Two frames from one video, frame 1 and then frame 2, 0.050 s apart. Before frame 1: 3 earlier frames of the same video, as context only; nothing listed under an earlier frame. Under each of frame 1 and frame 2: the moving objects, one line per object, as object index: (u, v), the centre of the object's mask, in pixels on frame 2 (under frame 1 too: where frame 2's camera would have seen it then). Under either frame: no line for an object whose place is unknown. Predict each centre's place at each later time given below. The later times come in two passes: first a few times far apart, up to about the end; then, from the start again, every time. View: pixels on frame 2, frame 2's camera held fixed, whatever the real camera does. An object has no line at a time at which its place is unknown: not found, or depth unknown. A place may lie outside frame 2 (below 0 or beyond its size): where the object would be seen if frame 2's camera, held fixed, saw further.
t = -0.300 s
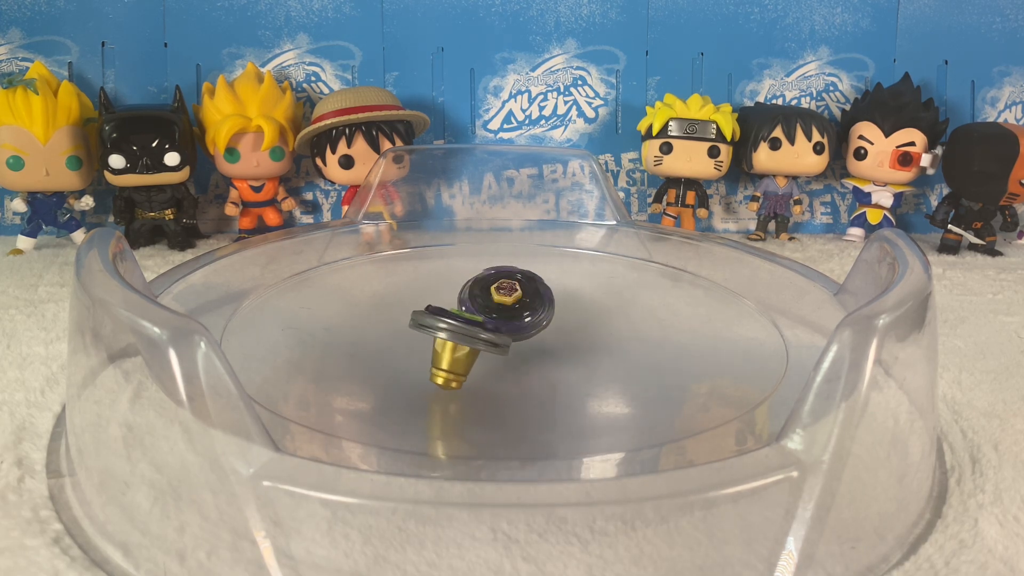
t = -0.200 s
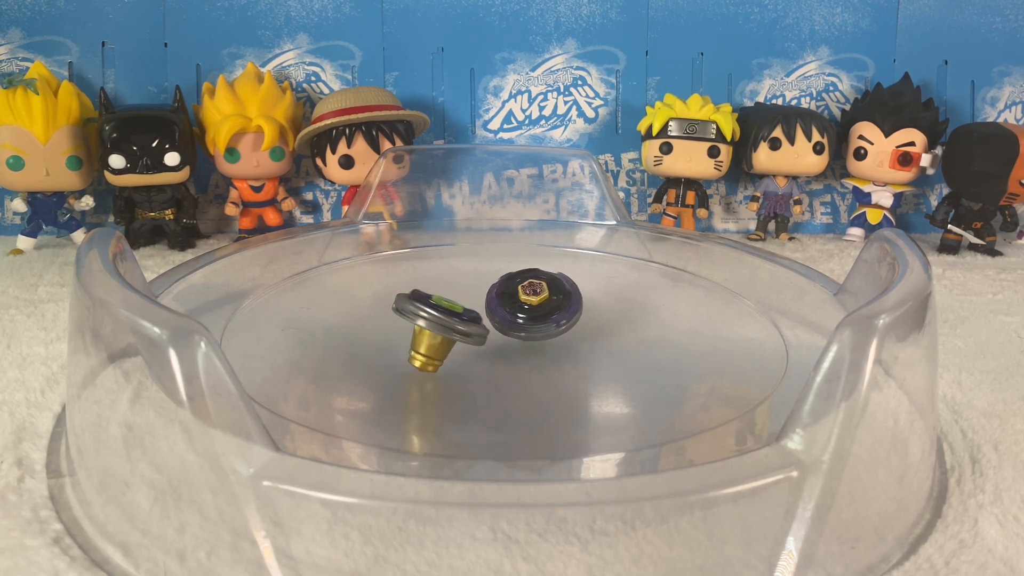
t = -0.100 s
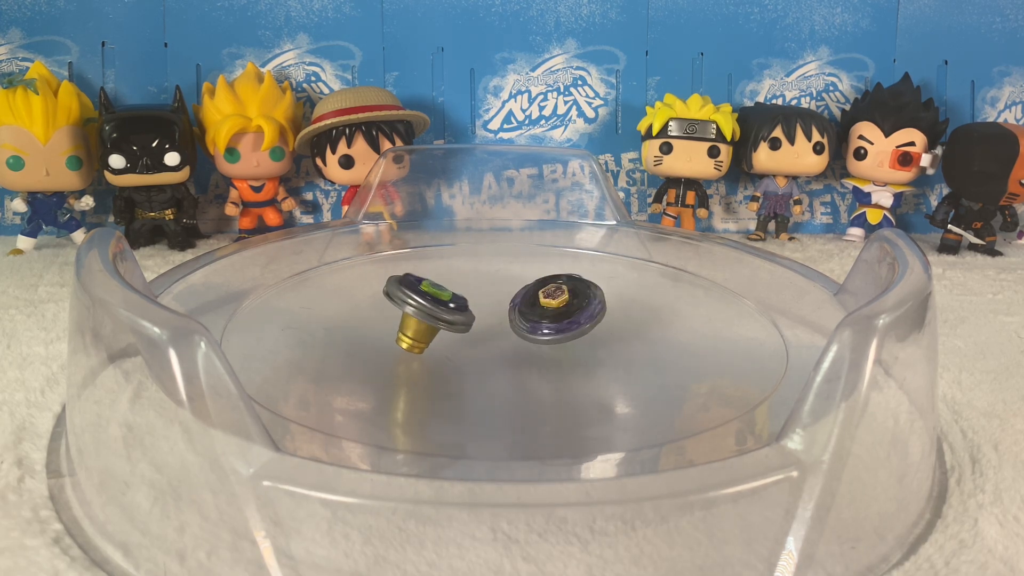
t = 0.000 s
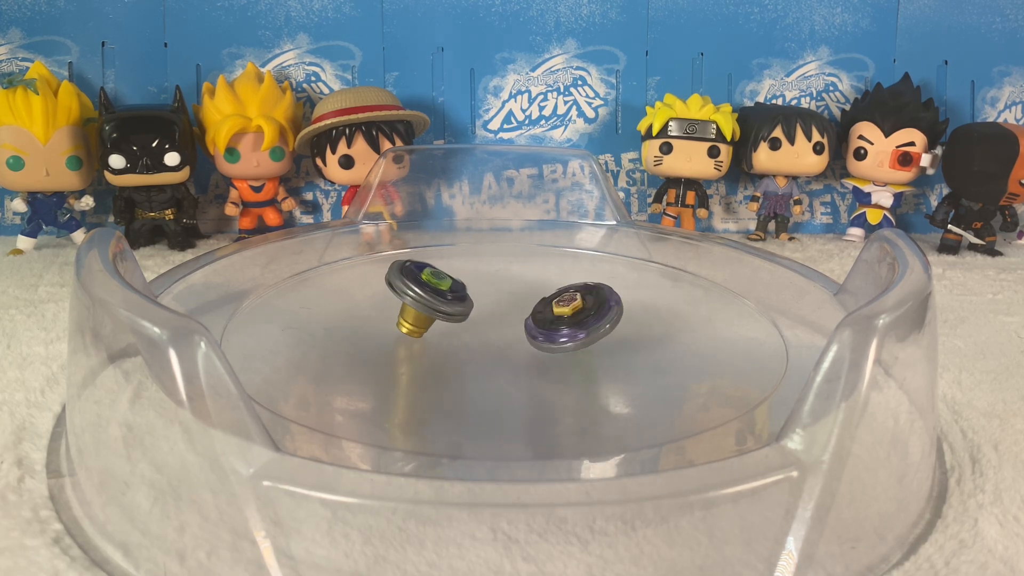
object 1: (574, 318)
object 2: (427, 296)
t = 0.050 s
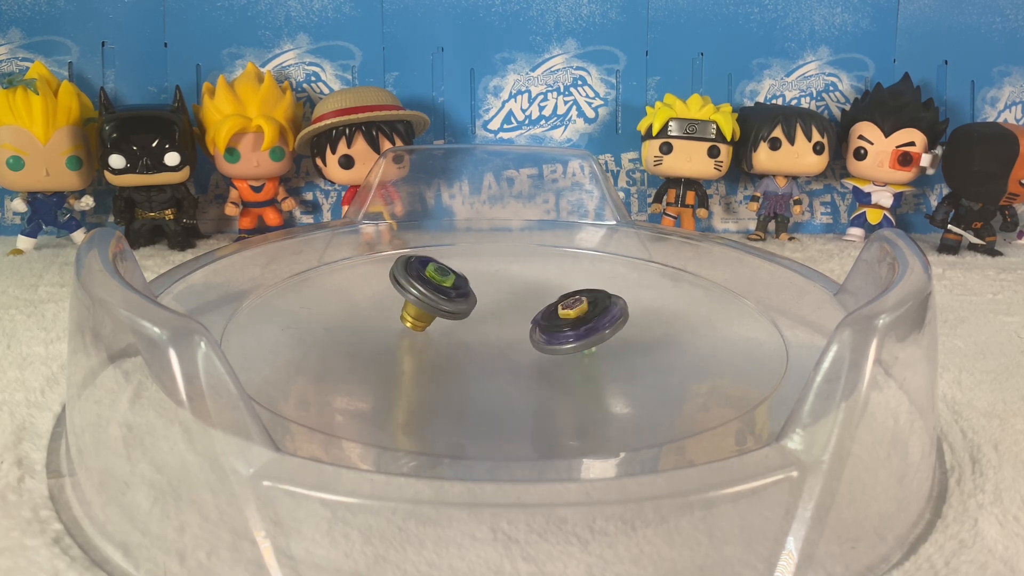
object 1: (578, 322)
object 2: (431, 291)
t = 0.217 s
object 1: (579, 341)
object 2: (455, 283)
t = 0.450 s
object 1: (533, 361)
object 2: (511, 290)
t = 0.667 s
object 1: (467, 358)
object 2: (585, 310)
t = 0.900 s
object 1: (427, 336)
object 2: (627, 334)
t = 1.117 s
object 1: (442, 314)
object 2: (593, 350)
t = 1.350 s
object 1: (502, 300)
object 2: (479, 350)
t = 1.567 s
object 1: (548, 316)
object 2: (362, 321)
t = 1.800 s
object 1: (558, 336)
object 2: (360, 302)
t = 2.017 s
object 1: (517, 352)
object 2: (443, 299)
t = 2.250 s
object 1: (456, 343)
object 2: (589, 275)
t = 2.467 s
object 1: (444, 320)
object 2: (635, 270)
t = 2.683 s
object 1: (474, 307)
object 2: (597, 309)
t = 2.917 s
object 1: (526, 308)
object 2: (503, 374)
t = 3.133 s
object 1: (549, 329)
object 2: (434, 382)
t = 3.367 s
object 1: (514, 346)
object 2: (433, 362)
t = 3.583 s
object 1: (560, 305)
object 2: (372, 313)
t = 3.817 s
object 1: (547, 299)
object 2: (465, 269)
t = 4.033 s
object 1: (524, 322)
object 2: (538, 248)
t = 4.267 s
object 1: (483, 325)
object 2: (599, 292)
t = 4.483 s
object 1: (473, 321)
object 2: (633, 352)
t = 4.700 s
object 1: (491, 322)
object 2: (564, 381)
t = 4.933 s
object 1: (530, 324)
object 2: (423, 354)
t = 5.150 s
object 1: (538, 317)
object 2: (358, 283)
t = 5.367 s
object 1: (526, 325)
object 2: (423, 253)
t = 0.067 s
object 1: (580, 323)
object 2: (432, 289)
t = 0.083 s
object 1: (581, 325)
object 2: (434, 289)
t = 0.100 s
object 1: (582, 327)
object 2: (436, 287)
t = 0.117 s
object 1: (583, 329)
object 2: (439, 286)
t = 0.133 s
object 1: (583, 331)
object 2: (441, 285)
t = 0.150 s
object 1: (582, 333)
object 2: (444, 285)
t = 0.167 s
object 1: (581, 335)
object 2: (446, 284)
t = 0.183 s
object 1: (580, 336)
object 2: (449, 284)
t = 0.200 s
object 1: (579, 338)
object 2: (452, 283)
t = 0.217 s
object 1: (579, 341)
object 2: (455, 283)
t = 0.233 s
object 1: (577, 343)
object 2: (458, 282)
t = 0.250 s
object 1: (575, 345)
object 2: (462, 283)
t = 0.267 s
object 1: (573, 347)
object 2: (465, 282)
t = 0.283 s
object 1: (571, 349)
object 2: (469, 283)
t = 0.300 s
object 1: (567, 351)
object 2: (472, 282)
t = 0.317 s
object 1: (563, 353)
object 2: (476, 283)
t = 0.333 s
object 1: (560, 354)
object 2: (479, 283)
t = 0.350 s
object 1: (557, 355)
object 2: (483, 284)
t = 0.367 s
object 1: (554, 356)
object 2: (487, 284)
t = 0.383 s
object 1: (550, 357)
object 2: (492, 285)
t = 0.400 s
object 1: (546, 358)
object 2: (496, 286)
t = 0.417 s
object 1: (542, 360)
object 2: (501, 287)
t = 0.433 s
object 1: (538, 361)
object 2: (506, 288)
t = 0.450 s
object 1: (533, 361)
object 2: (511, 290)
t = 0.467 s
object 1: (527, 362)
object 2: (516, 291)
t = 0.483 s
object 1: (522, 362)
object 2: (522, 292)
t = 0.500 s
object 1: (517, 362)
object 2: (527, 294)
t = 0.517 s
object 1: (512, 362)
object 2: (534, 295)
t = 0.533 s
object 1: (507, 362)
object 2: (539, 297)
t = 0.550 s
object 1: (502, 362)
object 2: (545, 298)
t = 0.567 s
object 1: (497, 362)
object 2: (551, 300)
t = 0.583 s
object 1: (491, 362)
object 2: (557, 301)
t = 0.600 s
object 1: (485, 361)
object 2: (563, 303)
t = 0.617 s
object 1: (480, 361)
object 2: (569, 305)
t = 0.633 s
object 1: (475, 359)
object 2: (574, 307)
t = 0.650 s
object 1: (471, 359)
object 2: (580, 308)
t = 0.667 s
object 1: (467, 358)
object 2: (585, 310)
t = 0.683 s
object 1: (463, 357)
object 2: (591, 312)
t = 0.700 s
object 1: (458, 355)
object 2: (595, 314)
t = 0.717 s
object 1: (454, 354)
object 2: (601, 316)
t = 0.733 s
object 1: (450, 353)
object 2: (605, 318)
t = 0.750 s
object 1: (446, 351)
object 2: (609, 320)
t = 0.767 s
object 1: (442, 350)
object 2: (613, 321)
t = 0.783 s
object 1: (438, 348)
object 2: (617, 323)
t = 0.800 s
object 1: (436, 346)
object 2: (620, 325)
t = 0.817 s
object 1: (435, 345)
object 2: (622, 327)
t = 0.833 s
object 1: (432, 343)
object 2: (624, 328)
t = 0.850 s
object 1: (430, 341)
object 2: (625, 330)
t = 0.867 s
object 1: (429, 339)
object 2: (627, 331)
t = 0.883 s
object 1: (428, 337)
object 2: (627, 333)
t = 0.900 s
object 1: (427, 336)
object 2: (627, 334)
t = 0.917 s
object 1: (425, 334)
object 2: (626, 336)
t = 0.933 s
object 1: (424, 331)
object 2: (626, 337)
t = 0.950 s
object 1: (424, 329)
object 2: (624, 339)
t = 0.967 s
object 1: (425, 328)
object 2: (623, 340)
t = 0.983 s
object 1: (427, 327)
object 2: (621, 341)
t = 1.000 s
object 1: (428, 325)
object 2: (619, 343)
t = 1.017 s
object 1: (429, 324)
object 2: (616, 343)
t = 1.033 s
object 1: (430, 322)
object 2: (614, 345)
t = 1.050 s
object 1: (432, 321)
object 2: (610, 346)
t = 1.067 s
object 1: (434, 320)
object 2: (607, 347)
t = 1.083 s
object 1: (436, 318)
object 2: (602, 348)
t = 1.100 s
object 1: (439, 316)
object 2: (599, 349)
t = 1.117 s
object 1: (442, 314)
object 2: (593, 350)
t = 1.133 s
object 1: (445, 314)
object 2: (588, 351)
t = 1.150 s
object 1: (449, 313)
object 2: (582, 352)
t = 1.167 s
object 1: (452, 312)
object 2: (577, 352)
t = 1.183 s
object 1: (455, 312)
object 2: (570, 353)
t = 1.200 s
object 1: (459, 311)
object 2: (563, 353)
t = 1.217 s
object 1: (463, 311)
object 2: (556, 353)
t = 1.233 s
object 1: (466, 309)
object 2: (548, 353)
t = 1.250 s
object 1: (469, 308)
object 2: (540, 354)
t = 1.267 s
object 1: (472, 306)
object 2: (530, 353)
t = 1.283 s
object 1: (476, 304)
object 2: (521, 353)
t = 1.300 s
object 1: (482, 301)
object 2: (510, 352)
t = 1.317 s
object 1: (487, 300)
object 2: (501, 352)
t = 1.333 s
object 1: (495, 299)
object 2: (489, 351)
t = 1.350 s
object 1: (502, 300)
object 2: (479, 350)
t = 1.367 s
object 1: (508, 302)
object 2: (468, 349)
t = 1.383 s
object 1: (513, 304)
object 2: (457, 347)
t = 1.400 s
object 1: (515, 306)
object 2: (446, 345)
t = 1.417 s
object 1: (517, 308)
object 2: (436, 343)
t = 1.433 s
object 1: (519, 308)
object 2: (427, 342)
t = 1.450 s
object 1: (523, 309)
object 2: (417, 339)
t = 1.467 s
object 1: (527, 309)
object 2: (408, 336)
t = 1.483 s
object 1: (531, 310)
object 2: (398, 334)
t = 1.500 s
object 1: (535, 311)
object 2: (390, 332)
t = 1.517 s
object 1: (539, 312)
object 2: (381, 328)
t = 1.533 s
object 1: (543, 314)
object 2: (374, 326)
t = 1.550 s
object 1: (546, 315)
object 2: (368, 324)
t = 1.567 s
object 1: (548, 316)
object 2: (362, 321)
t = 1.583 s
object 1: (550, 317)
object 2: (357, 319)
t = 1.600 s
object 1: (552, 318)
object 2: (353, 316)
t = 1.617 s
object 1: (554, 319)
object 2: (350, 314)
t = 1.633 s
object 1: (555, 320)
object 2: (347, 312)
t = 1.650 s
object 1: (557, 321)
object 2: (346, 311)
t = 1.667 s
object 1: (559, 323)
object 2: (345, 309)
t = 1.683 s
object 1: (561, 325)
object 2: (345, 307)
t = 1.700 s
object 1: (561, 328)
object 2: (346, 307)
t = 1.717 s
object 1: (562, 330)
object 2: (347, 305)
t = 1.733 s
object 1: (562, 332)
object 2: (348, 304)
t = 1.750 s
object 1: (562, 333)
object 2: (350, 303)
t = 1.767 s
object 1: (561, 335)
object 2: (353, 303)
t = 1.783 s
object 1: (559, 335)
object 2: (356, 303)
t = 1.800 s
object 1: (558, 336)
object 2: (360, 302)
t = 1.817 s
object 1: (558, 339)
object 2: (364, 303)
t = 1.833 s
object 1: (558, 341)
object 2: (368, 302)
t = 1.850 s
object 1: (555, 342)
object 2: (373, 302)
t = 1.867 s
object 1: (552, 344)
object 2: (377, 301)
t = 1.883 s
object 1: (548, 345)
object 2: (382, 301)
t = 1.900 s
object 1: (545, 347)
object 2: (388, 301)
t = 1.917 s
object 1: (541, 348)
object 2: (394, 301)
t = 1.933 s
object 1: (536, 349)
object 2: (401, 302)
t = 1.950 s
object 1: (532, 350)
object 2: (408, 301)
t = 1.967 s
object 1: (528, 351)
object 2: (417, 301)
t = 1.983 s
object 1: (524, 351)
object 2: (425, 300)
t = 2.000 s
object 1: (520, 352)
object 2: (434, 300)
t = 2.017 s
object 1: (517, 352)
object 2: (443, 299)
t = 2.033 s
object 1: (513, 352)
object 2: (453, 298)
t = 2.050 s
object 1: (508, 353)
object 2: (463, 297)
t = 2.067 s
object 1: (503, 353)
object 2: (474, 295)
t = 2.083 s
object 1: (497, 352)
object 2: (487, 295)
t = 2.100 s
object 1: (492, 352)
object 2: (497, 294)
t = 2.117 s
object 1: (487, 351)
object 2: (509, 292)
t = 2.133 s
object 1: (482, 351)
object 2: (520, 289)
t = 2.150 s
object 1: (477, 349)
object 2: (531, 288)
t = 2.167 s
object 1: (473, 349)
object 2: (542, 285)
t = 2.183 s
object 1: (470, 348)
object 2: (553, 283)
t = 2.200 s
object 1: (466, 347)
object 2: (563, 281)
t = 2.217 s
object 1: (463, 346)
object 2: (572, 279)
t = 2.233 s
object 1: (460, 345)
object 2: (581, 277)
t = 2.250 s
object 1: (456, 343)
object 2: (589, 275)
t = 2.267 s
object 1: (453, 341)
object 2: (598, 273)
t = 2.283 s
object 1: (450, 339)
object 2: (606, 272)
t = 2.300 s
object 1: (448, 338)
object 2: (612, 269)
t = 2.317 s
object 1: (447, 337)
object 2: (618, 268)
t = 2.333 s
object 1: (445, 335)
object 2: (623, 268)
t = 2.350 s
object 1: (443, 333)
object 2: (627, 266)
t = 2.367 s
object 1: (443, 331)
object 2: (630, 267)
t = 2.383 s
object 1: (442, 329)
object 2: (633, 266)
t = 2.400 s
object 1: (442, 328)
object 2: (635, 267)
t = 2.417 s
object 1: (442, 325)
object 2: (635, 267)
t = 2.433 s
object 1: (442, 323)
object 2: (636, 268)
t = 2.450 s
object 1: (443, 321)
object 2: (636, 269)
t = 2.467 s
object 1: (444, 320)
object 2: (635, 270)
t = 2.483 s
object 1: (445, 319)
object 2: (634, 272)
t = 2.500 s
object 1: (446, 317)
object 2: (632, 274)
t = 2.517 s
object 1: (447, 315)
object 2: (631, 276)
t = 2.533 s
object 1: (449, 314)
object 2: (628, 279)
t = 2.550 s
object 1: (451, 313)
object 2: (626, 281)
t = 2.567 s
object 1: (454, 312)
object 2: (623, 284)
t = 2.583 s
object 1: (456, 311)
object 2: (621, 287)
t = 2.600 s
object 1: (459, 310)
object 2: (617, 289)
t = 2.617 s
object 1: (462, 309)
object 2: (613, 293)
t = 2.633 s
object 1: (466, 308)
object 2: (610, 297)
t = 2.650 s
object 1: (469, 308)
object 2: (605, 301)
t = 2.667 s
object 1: (472, 307)
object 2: (601, 305)
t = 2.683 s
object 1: (474, 307)
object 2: (597, 309)
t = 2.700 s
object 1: (478, 306)
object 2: (591, 314)
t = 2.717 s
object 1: (482, 305)
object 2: (586, 319)
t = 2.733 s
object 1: (486, 305)
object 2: (580, 324)
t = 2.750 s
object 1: (489, 305)
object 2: (574, 330)
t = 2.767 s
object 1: (492, 305)
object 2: (568, 334)
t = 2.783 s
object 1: (494, 304)
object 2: (561, 340)
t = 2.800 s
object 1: (498, 304)
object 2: (554, 345)
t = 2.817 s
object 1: (501, 304)
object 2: (547, 349)
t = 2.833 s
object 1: (505, 304)
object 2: (540, 355)
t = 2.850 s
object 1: (509, 304)
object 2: (533, 360)
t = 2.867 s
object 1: (514, 304)
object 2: (524, 363)
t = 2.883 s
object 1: (518, 306)
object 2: (517, 368)
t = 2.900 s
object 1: (522, 306)
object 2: (510, 370)
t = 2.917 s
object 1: (526, 308)
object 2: (503, 374)
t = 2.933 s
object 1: (530, 310)
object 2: (496, 377)
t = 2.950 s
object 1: (535, 312)
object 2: (489, 379)
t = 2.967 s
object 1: (539, 314)
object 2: (482, 381)
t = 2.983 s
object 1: (543, 316)
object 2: (475, 381)
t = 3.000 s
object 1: (544, 319)
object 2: (470, 384)
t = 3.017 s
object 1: (546, 320)
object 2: (465, 383)
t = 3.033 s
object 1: (547, 321)
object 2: (459, 384)
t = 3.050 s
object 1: (548, 323)
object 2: (455, 384)
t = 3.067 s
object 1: (548, 324)
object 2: (449, 384)
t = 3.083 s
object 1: (548, 325)
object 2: (446, 384)
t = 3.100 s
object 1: (548, 326)
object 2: (442, 383)
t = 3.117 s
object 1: (549, 328)
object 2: (438, 382)
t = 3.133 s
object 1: (549, 329)
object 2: (434, 382)
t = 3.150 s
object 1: (547, 331)
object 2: (432, 381)
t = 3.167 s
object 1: (546, 333)
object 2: (430, 379)
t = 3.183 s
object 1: (544, 335)
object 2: (429, 379)
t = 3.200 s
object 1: (543, 337)
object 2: (426, 378)
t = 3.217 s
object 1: (541, 339)
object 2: (427, 376)
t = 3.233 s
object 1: (537, 340)
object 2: (427, 375)
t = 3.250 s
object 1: (534, 342)
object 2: (426, 374)
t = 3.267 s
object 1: (532, 343)
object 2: (427, 373)
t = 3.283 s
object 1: (529, 343)
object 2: (428, 372)
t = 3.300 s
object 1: (526, 343)
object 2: (429, 371)
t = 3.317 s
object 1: (524, 344)
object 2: (431, 369)
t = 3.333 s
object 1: (521, 344)
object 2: (431, 367)
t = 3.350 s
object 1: (518, 345)
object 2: (433, 365)
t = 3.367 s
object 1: (514, 346)
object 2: (433, 362)
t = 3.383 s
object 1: (512, 346)
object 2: (432, 359)
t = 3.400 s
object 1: (513, 344)
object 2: (424, 355)
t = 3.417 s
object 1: (521, 339)
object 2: (411, 351)
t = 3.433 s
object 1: (530, 334)
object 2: (398, 346)
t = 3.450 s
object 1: (537, 329)
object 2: (389, 341)
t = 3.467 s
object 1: (545, 326)
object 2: (381, 337)
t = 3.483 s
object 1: (549, 322)
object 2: (374, 336)
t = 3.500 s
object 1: (553, 319)
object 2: (371, 331)
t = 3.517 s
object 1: (556, 316)
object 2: (368, 328)
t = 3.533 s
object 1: (558, 312)
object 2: (367, 323)
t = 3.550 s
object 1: (560, 309)
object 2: (368, 321)
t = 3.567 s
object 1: (560, 307)
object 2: (369, 317)
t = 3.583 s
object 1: (560, 305)
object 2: (372, 313)
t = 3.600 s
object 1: (560, 304)
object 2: (375, 310)
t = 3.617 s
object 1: (560, 302)
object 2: (380, 307)
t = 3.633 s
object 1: (560, 301)
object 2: (384, 304)
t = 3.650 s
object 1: (560, 301)
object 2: (390, 300)
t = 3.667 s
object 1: (560, 301)
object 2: (396, 297)
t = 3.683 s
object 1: (559, 302)
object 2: (402, 293)
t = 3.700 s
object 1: (558, 302)
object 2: (410, 290)
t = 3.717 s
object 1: (556, 301)
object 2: (417, 287)
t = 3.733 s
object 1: (555, 301)
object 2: (424, 284)
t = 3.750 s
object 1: (554, 300)
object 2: (432, 281)
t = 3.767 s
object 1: (552, 300)
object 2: (441, 278)
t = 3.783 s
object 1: (551, 299)
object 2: (448, 275)
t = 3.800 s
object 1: (549, 299)
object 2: (457, 271)
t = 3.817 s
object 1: (547, 299)
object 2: (465, 269)
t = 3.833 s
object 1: (545, 299)
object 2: (473, 266)
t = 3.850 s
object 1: (545, 300)
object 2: (479, 262)
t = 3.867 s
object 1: (546, 303)
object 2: (485, 258)
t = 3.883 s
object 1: (546, 306)
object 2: (489, 256)
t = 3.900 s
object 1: (546, 307)
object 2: (495, 252)
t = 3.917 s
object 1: (545, 309)
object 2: (500, 251)
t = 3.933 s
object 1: (544, 311)
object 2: (506, 249)
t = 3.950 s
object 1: (542, 312)
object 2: (511, 248)
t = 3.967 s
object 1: (539, 315)
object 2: (517, 247)
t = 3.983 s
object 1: (536, 317)
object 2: (522, 247)
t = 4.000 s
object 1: (532, 319)
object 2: (527, 246)
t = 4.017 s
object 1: (527, 321)
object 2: (532, 248)
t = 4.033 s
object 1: (524, 322)
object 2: (538, 248)
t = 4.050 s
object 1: (520, 324)
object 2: (542, 250)
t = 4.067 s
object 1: (517, 325)
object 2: (547, 250)
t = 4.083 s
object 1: (513, 326)
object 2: (551, 253)
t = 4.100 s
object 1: (511, 326)
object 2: (556, 255)
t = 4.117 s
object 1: (508, 326)
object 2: (560, 257)
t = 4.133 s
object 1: (506, 326)
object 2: (565, 260)
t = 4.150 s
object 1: (503, 326)
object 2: (569, 263)
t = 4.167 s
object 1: (500, 327)
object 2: (573, 267)
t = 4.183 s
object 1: (496, 327)
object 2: (578, 270)
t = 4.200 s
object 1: (493, 327)
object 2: (582, 274)
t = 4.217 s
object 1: (491, 327)
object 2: (586, 278)
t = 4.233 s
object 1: (488, 326)
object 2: (590, 283)
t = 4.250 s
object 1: (486, 326)
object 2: (595, 286)
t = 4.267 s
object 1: (483, 325)
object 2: (599, 292)
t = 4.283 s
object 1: (480, 325)
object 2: (603, 296)
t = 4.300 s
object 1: (478, 324)
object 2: (607, 302)
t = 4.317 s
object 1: (476, 324)
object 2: (611, 306)
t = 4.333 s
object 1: (475, 323)
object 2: (615, 312)
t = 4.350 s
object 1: (474, 323)
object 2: (618, 316)
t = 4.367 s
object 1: (473, 322)
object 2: (622, 321)
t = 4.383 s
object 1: (472, 322)
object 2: (624, 326)
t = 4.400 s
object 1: (472, 321)
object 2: (627, 331)
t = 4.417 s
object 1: (471, 321)
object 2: (629, 335)
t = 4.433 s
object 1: (472, 321)
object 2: (631, 340)
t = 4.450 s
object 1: (472, 321)
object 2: (632, 344)
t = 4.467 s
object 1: (473, 321)
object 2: (633, 348)
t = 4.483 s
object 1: (473, 321)
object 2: (633, 352)
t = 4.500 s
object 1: (473, 321)
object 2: (632, 356)
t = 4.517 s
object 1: (474, 321)
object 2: (631, 359)
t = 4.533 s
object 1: (474, 321)
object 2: (629, 363)
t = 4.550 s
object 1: (476, 321)
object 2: (626, 365)
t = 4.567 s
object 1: (477, 321)
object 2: (622, 369)
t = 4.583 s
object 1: (478, 321)
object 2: (618, 371)
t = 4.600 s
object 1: (480, 321)
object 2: (612, 374)
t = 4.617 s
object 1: (481, 322)
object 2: (605, 375)
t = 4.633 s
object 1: (483, 322)
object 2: (599, 379)
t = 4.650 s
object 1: (485, 322)
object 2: (590, 378)
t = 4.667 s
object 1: (487, 322)
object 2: (583, 380)
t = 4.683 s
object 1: (489, 322)
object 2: (573, 380)
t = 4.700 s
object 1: (491, 322)
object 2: (564, 381)
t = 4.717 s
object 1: (493, 322)
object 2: (556, 381)
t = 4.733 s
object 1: (495, 320)
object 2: (545, 380)
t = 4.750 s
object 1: (498, 319)
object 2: (536, 381)
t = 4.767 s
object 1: (501, 317)
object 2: (525, 380)
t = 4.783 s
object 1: (505, 317)
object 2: (515, 380)
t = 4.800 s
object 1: (510, 316)
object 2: (504, 378)
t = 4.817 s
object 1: (514, 317)
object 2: (494, 377)
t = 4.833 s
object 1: (518, 318)
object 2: (484, 374)
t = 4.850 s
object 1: (522, 320)
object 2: (472, 372)
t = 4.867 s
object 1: (524, 322)
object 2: (463, 369)
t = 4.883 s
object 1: (525, 324)
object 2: (452, 366)
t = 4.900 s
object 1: (527, 325)
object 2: (443, 363)
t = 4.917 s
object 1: (529, 325)
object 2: (431, 359)
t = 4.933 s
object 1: (530, 324)
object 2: (423, 354)
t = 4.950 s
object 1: (532, 323)
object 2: (412, 350)
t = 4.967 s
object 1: (533, 321)
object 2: (404, 345)
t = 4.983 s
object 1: (534, 321)
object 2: (395, 340)
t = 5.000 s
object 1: (535, 320)
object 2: (388, 333)
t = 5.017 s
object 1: (536, 320)
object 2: (381, 329)
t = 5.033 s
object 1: (537, 319)
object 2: (375, 322)
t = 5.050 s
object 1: (537, 318)
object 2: (370, 317)
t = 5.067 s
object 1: (537, 318)
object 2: (365, 310)
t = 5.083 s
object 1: (538, 318)
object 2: (362, 305)
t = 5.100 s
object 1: (538, 317)
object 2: (359, 299)
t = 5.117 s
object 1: (538, 317)
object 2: (358, 294)
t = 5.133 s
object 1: (538, 317)
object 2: (357, 288)
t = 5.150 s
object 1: (538, 317)
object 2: (358, 283)
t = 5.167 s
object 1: (537, 317)
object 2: (358, 279)
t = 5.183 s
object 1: (537, 318)
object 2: (361, 274)
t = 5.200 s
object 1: (537, 318)
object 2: (363, 271)
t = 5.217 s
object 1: (537, 318)
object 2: (367, 267)
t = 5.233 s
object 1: (536, 319)
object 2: (371, 265)
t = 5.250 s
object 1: (536, 319)
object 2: (376, 262)
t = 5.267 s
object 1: (535, 320)
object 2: (381, 258)
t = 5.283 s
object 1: (534, 321)
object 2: (387, 257)
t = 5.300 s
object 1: (533, 322)
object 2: (394, 255)
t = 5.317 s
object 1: (532, 323)
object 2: (400, 255)
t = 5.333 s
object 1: (530, 324)
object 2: (407, 253)
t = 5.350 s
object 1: (528, 324)
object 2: (415, 252)
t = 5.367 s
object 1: (526, 325)
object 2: (423, 253)
